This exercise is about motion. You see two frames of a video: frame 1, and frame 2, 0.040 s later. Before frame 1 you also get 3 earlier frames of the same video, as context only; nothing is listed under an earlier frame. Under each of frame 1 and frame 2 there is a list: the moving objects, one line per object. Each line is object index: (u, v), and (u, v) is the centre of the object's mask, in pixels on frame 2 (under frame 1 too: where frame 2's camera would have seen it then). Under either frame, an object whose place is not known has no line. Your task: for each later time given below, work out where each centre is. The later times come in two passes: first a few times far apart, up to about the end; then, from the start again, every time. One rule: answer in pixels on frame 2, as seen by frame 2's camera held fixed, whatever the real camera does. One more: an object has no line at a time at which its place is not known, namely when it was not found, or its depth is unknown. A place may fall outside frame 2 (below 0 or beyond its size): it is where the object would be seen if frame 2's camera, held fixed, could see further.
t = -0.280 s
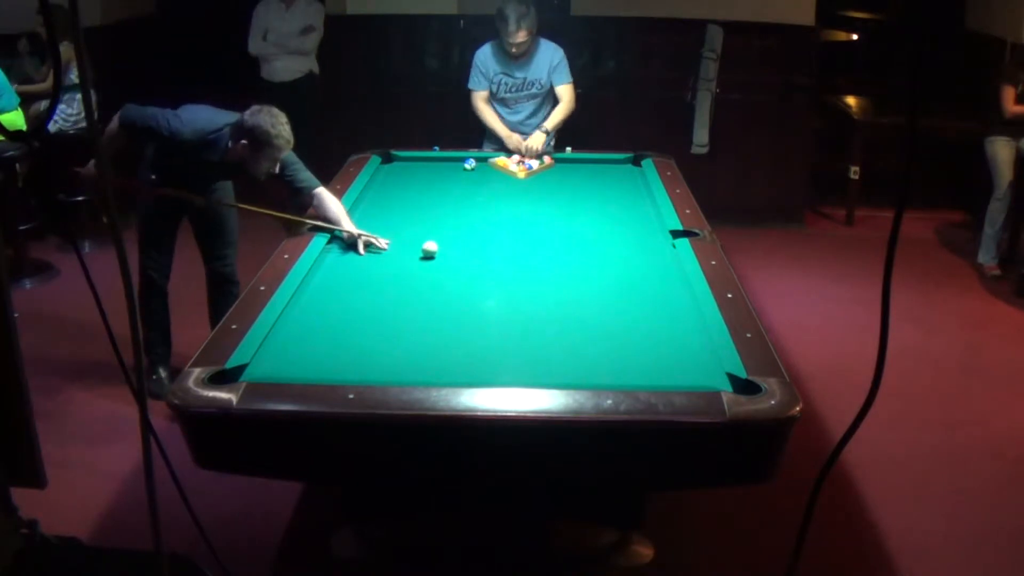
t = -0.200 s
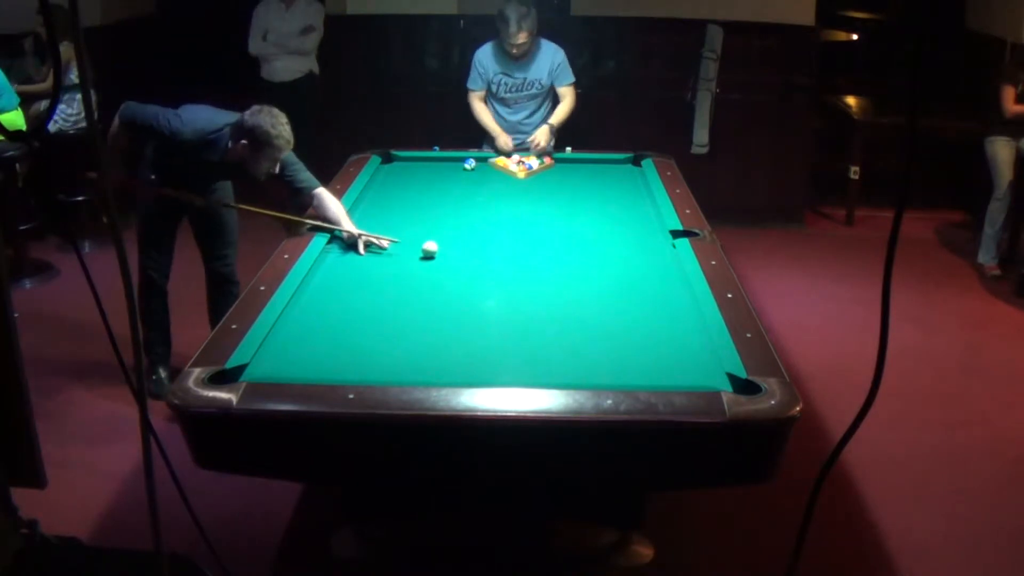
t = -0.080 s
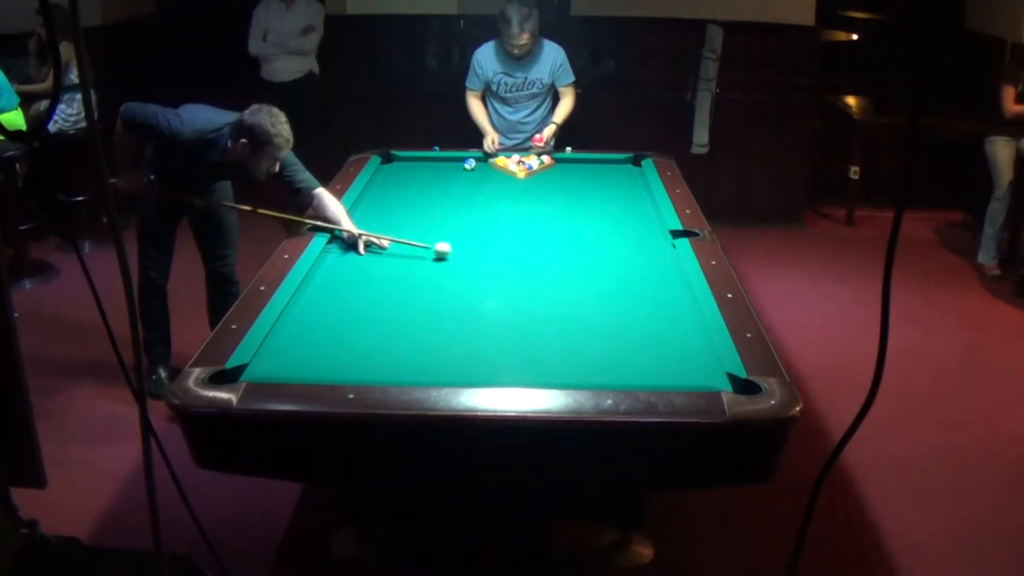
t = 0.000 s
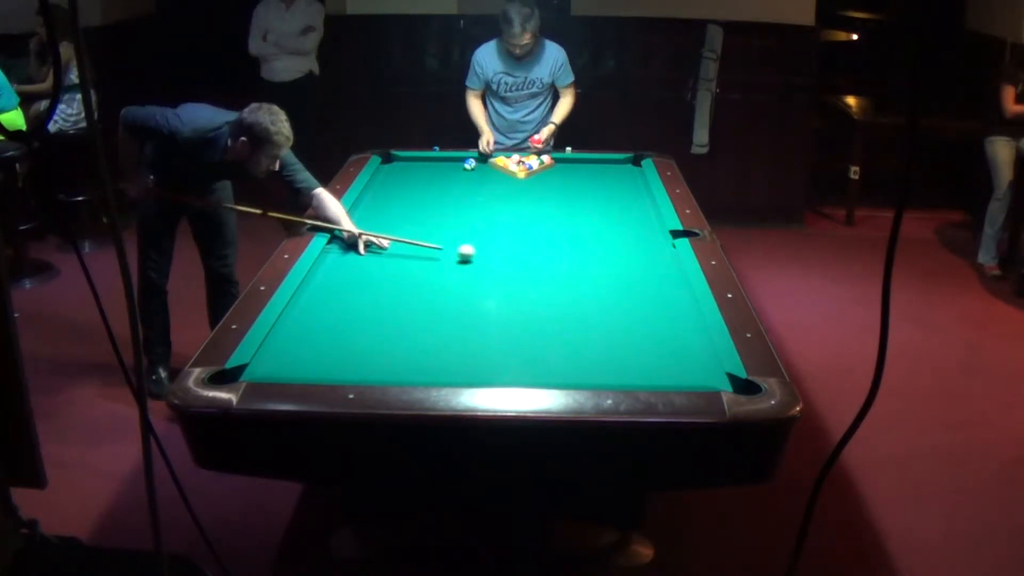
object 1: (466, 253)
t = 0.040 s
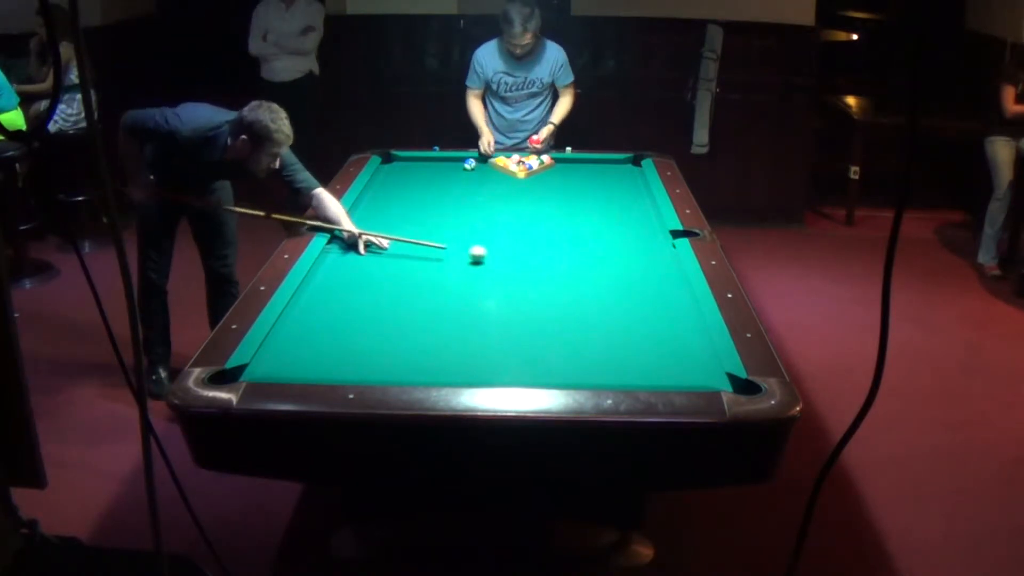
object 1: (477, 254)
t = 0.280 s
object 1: (549, 261)
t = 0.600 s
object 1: (645, 271)
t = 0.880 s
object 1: (645, 277)
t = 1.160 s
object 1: (592, 281)
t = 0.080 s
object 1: (489, 255)
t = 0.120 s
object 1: (501, 256)
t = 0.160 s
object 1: (513, 258)
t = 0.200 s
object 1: (525, 259)
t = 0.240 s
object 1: (537, 260)
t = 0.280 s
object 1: (549, 261)
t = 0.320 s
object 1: (561, 263)
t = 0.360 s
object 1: (573, 264)
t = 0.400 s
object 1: (585, 265)
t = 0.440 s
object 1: (597, 267)
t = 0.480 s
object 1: (609, 268)
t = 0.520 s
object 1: (621, 269)
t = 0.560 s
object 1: (633, 270)
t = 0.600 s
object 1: (645, 271)
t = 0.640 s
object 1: (657, 272)
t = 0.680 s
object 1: (669, 274)
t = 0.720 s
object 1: (677, 275)
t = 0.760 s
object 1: (668, 276)
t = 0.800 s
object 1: (660, 276)
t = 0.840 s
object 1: (653, 277)
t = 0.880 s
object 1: (645, 277)
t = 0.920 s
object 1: (638, 278)
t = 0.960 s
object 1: (630, 278)
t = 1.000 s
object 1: (622, 278)
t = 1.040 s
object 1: (615, 279)
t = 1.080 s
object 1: (607, 280)
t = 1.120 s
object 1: (600, 280)
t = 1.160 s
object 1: (592, 281)
